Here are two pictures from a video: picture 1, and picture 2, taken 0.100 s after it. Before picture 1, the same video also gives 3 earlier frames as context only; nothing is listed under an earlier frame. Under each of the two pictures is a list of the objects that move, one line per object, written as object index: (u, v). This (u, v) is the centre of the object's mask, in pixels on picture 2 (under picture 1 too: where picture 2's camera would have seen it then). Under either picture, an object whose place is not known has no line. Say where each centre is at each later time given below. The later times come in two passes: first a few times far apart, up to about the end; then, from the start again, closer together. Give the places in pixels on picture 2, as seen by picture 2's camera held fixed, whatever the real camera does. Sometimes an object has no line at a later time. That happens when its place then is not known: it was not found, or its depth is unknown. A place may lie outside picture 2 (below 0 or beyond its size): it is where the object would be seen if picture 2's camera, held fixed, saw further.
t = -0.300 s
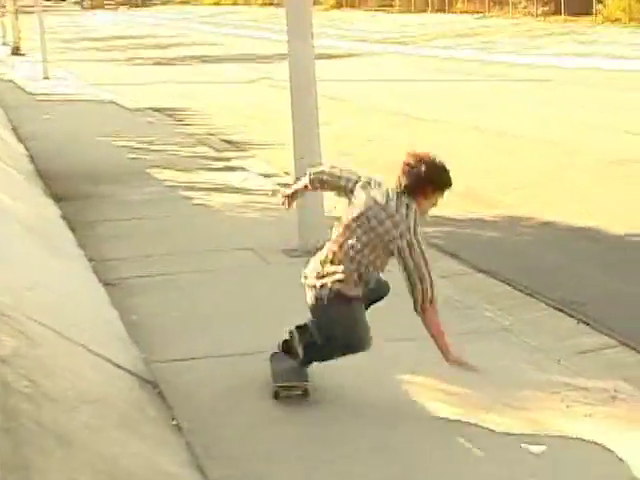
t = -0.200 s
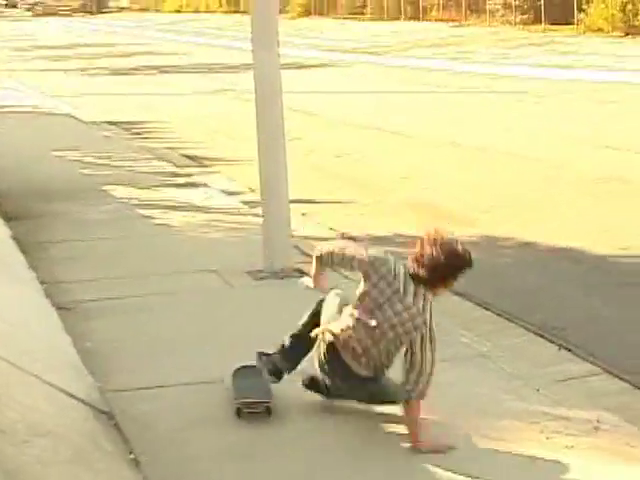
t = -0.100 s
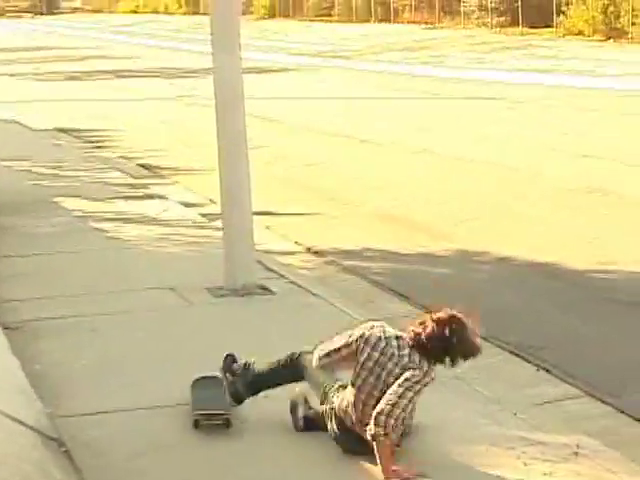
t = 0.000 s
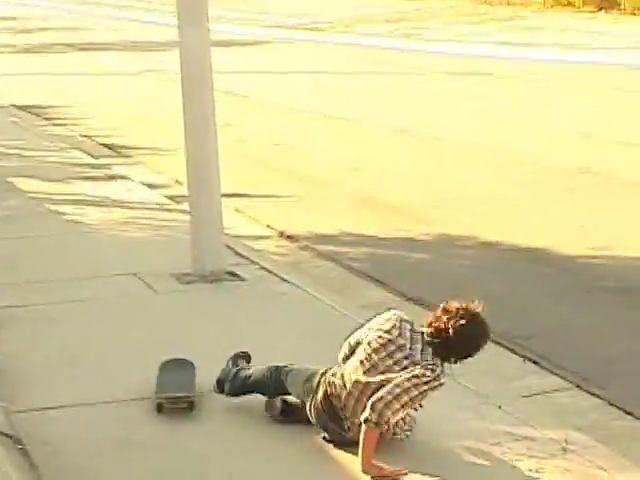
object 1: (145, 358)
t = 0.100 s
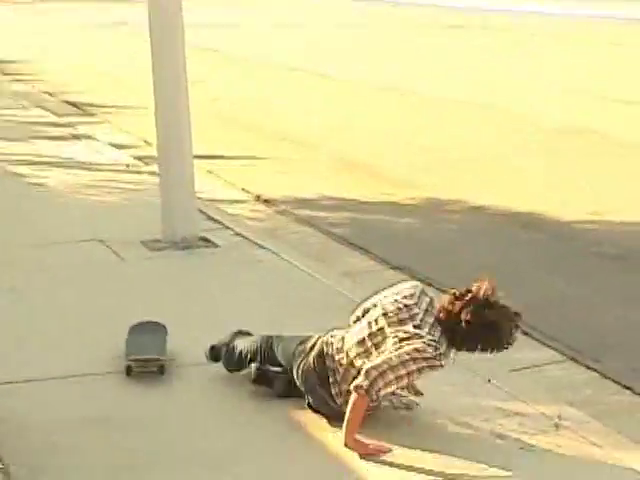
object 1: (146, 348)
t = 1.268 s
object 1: (170, 263)
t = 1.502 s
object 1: (179, 249)
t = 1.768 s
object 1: (192, 245)
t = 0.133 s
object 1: (146, 344)
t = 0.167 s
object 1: (147, 341)
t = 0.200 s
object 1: (147, 338)
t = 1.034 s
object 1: (165, 277)
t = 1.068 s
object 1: (165, 275)
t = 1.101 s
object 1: (166, 273)
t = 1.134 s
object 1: (167, 271)
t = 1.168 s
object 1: (168, 268)
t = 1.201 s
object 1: (169, 267)
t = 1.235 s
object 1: (170, 265)
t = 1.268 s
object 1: (170, 263)
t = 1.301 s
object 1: (171, 261)
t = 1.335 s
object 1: (173, 259)
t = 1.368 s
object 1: (174, 257)
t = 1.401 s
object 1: (175, 255)
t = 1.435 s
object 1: (177, 253)
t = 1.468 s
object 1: (178, 251)
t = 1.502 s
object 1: (179, 249)
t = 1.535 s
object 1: (181, 248)
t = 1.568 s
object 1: (182, 246)
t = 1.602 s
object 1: (184, 244)
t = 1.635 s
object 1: (185, 242)
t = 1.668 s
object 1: (188, 243)
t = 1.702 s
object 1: (190, 243)
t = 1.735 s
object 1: (192, 245)
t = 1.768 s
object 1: (192, 245)
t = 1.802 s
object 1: (192, 245)
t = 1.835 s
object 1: (192, 245)
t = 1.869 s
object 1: (192, 245)
